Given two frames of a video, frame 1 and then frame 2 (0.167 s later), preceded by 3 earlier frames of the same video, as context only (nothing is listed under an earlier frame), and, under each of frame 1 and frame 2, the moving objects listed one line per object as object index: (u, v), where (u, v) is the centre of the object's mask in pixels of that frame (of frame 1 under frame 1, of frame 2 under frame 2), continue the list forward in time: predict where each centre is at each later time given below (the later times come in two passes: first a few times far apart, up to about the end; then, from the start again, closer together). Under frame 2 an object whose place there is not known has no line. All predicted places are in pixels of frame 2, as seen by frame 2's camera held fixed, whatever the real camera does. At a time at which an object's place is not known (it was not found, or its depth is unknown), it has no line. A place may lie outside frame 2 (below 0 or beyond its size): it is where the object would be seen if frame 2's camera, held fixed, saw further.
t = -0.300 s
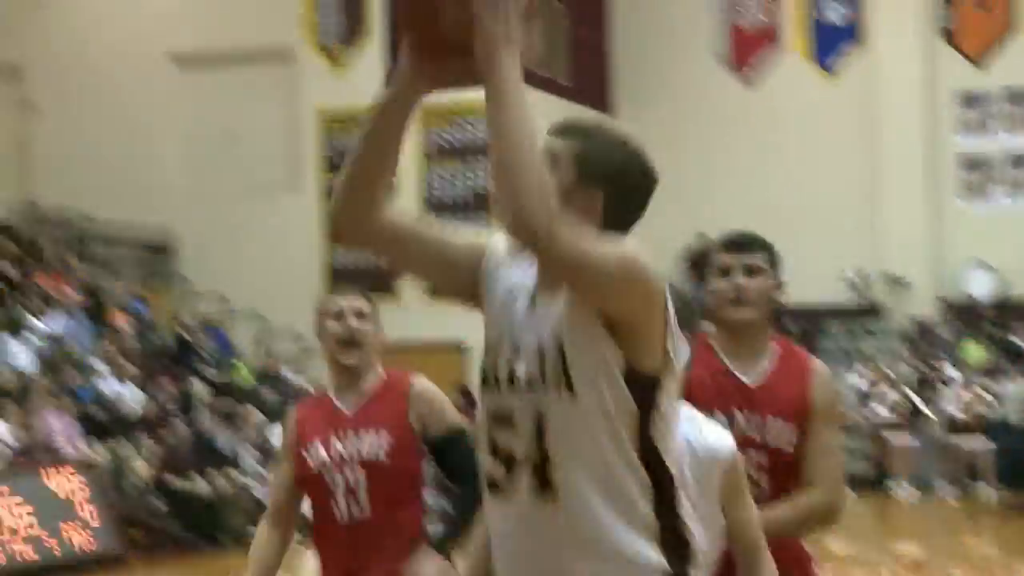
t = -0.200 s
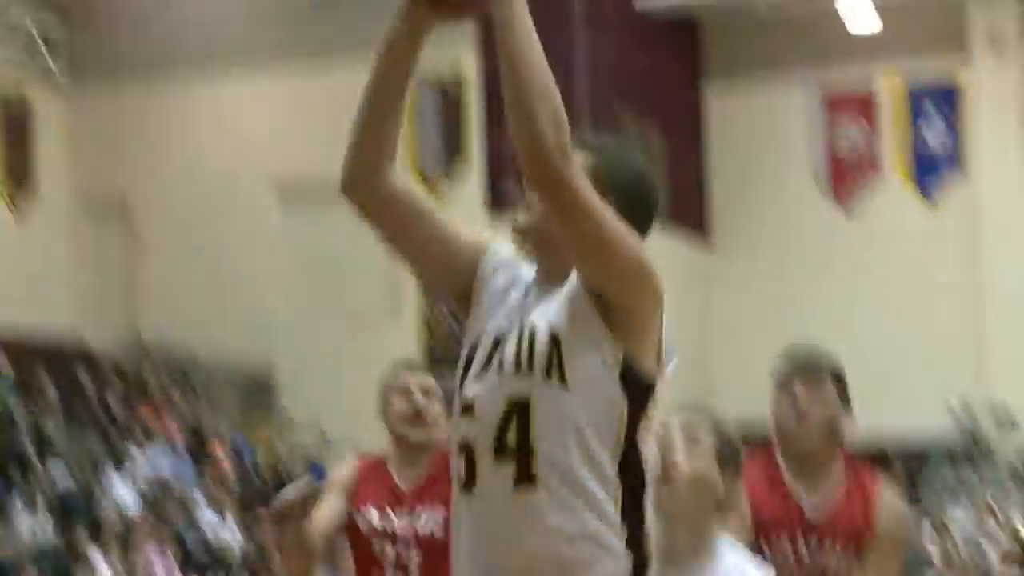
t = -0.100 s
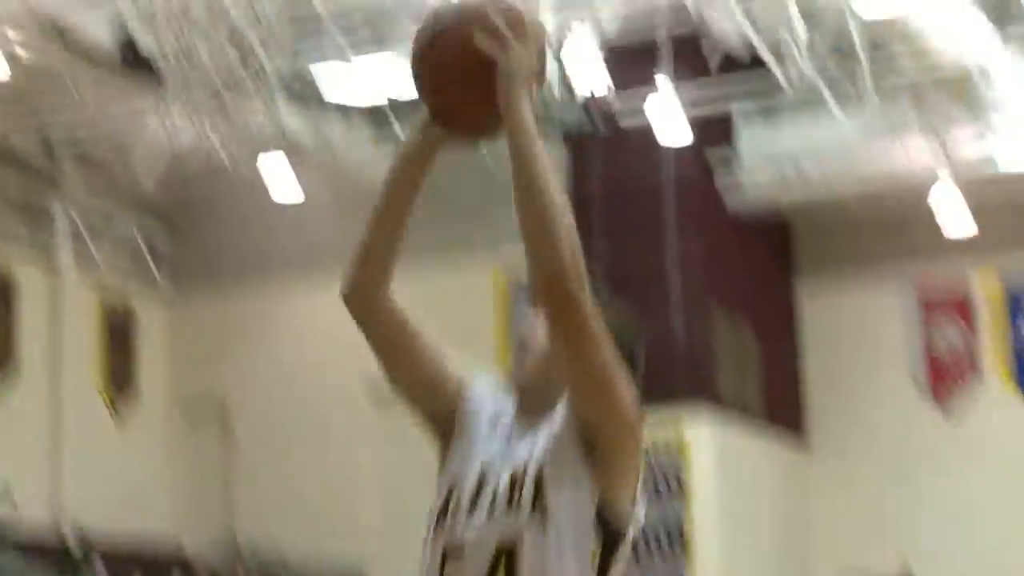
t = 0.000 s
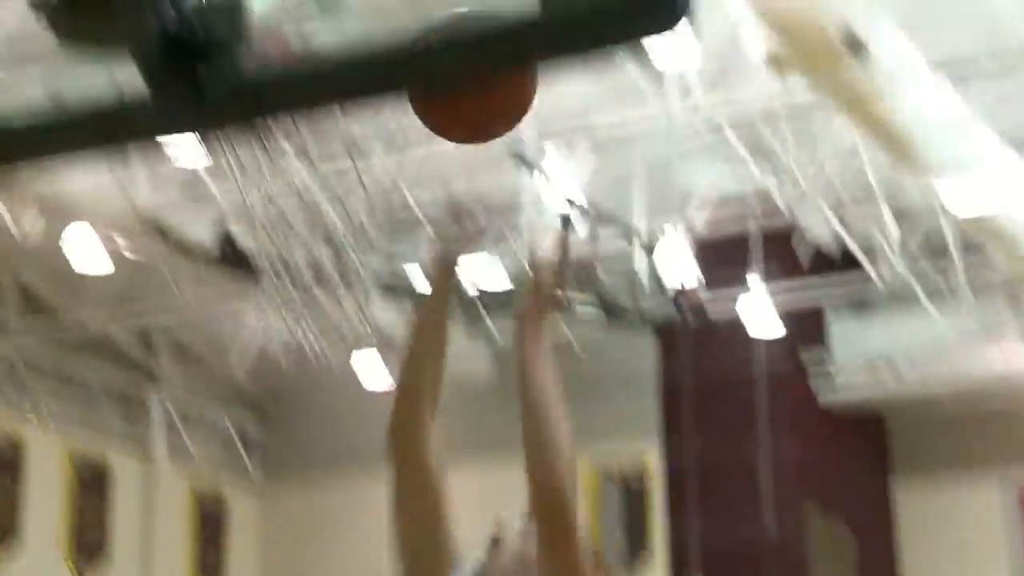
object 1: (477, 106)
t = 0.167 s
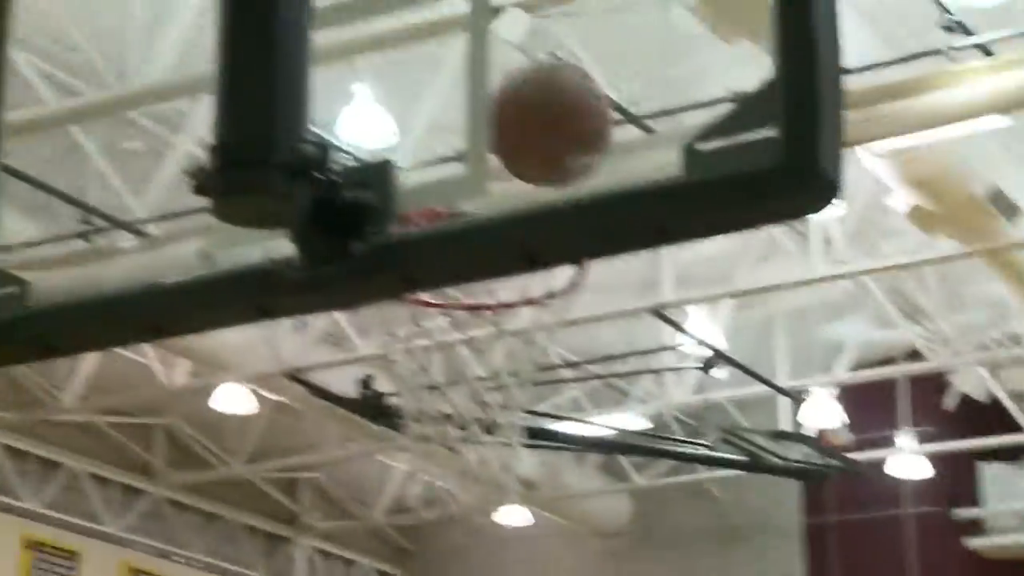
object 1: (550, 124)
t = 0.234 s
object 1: (550, 141)
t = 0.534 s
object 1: (464, 302)
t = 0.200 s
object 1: (549, 131)
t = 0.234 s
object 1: (550, 141)
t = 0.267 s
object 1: (549, 152)
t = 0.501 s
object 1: (484, 293)
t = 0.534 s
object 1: (464, 302)
